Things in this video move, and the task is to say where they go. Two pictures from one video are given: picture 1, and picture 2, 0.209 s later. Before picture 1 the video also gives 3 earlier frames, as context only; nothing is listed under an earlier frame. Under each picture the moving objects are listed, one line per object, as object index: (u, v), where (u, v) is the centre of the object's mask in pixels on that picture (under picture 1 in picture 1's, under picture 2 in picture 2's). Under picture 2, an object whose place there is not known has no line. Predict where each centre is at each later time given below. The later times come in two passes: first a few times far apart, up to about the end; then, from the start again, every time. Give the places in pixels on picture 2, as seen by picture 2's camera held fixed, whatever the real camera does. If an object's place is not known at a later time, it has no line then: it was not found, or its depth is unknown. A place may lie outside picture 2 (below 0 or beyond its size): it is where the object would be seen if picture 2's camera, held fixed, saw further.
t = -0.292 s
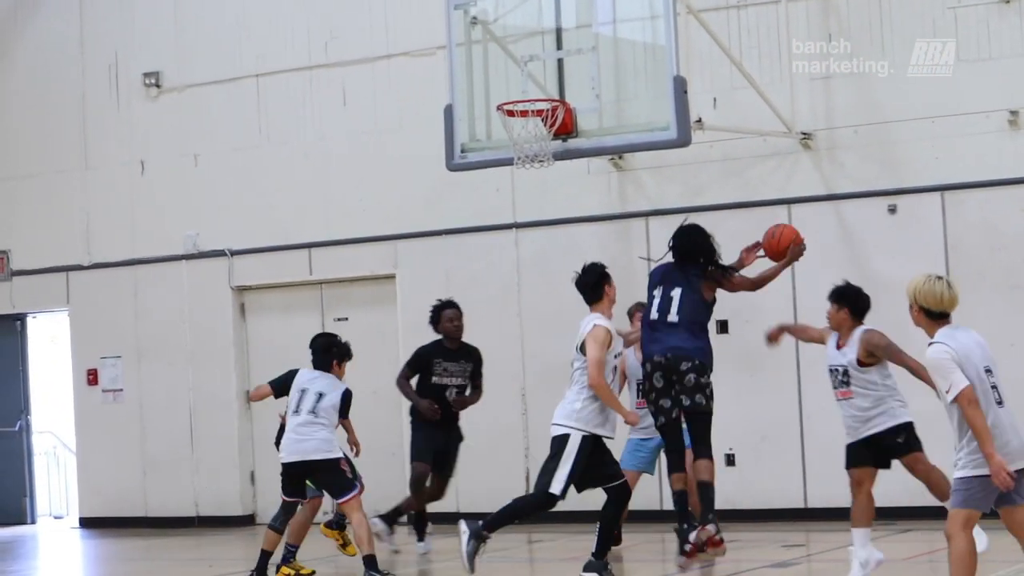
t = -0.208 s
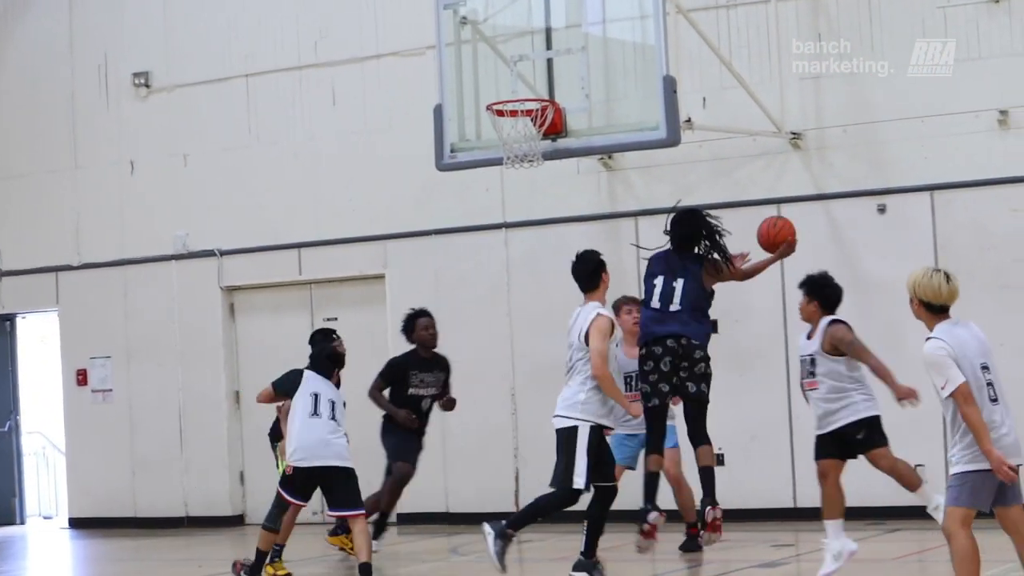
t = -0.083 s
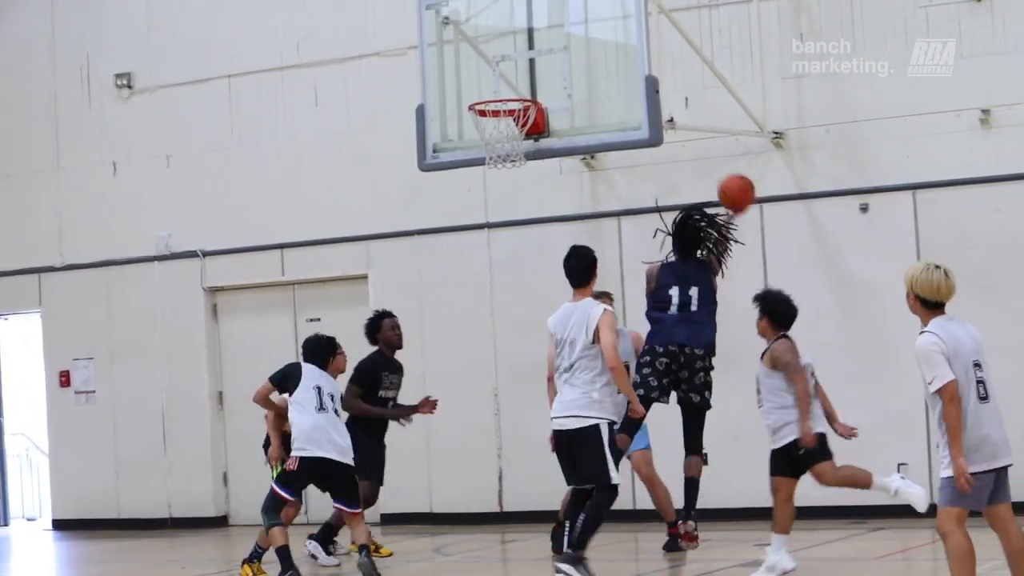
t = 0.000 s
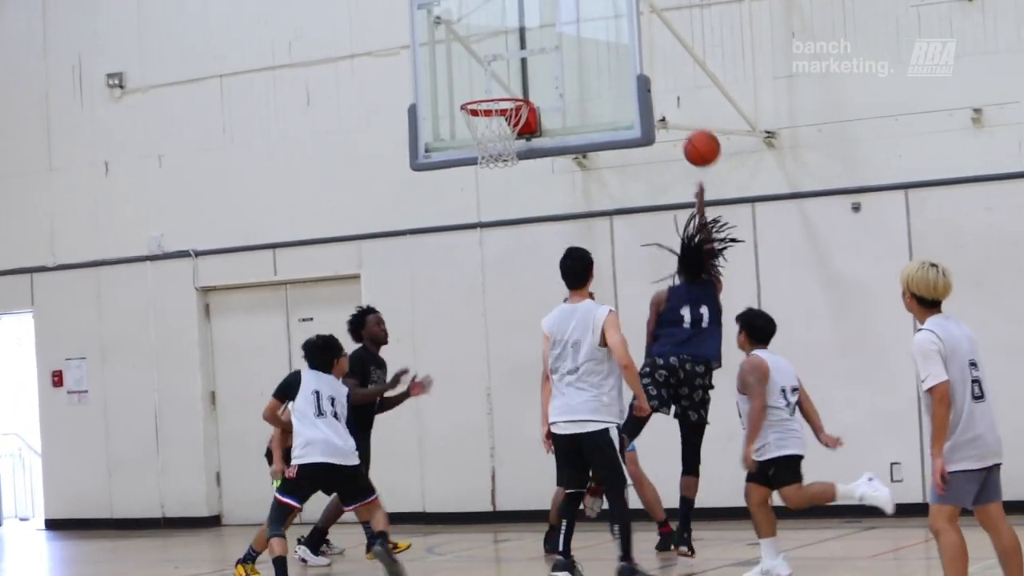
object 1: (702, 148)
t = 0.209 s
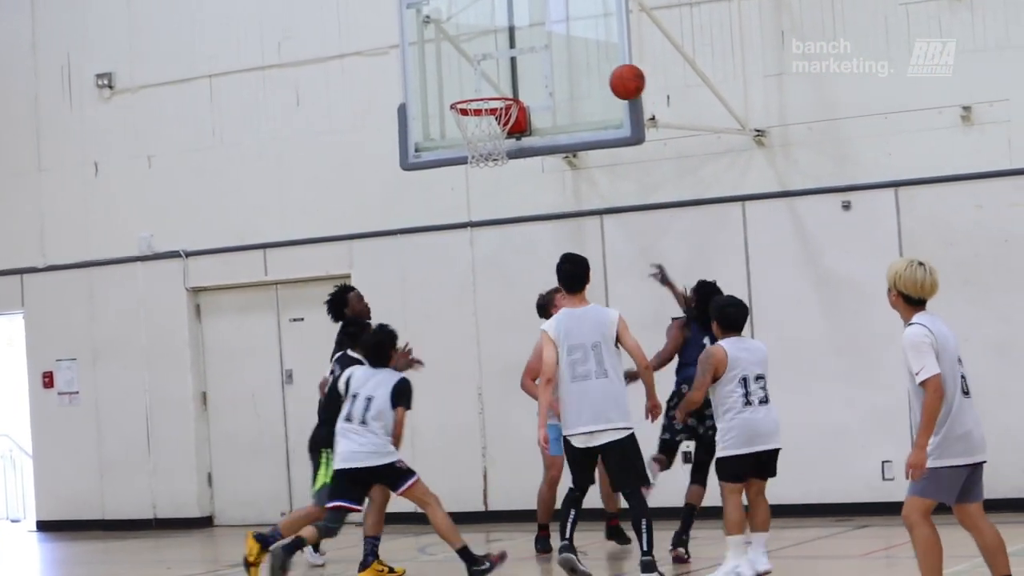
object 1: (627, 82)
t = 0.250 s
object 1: (615, 76)
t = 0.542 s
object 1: (532, 88)
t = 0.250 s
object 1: (615, 76)
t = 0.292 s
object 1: (604, 73)
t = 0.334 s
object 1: (592, 72)
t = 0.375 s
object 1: (576, 75)
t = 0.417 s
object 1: (565, 79)
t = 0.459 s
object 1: (554, 80)
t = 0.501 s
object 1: (543, 83)
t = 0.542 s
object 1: (532, 88)
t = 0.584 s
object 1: (533, 83)
